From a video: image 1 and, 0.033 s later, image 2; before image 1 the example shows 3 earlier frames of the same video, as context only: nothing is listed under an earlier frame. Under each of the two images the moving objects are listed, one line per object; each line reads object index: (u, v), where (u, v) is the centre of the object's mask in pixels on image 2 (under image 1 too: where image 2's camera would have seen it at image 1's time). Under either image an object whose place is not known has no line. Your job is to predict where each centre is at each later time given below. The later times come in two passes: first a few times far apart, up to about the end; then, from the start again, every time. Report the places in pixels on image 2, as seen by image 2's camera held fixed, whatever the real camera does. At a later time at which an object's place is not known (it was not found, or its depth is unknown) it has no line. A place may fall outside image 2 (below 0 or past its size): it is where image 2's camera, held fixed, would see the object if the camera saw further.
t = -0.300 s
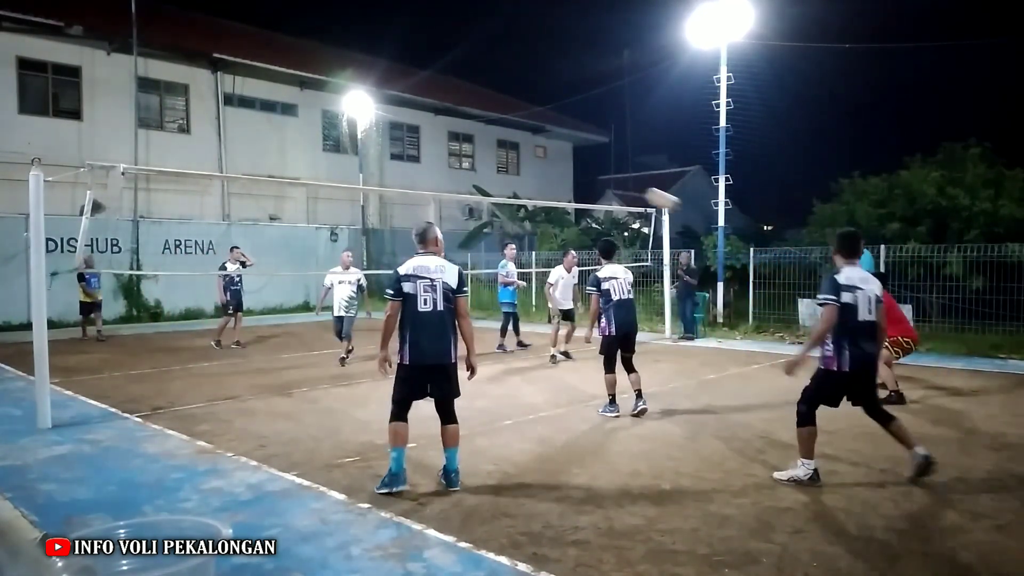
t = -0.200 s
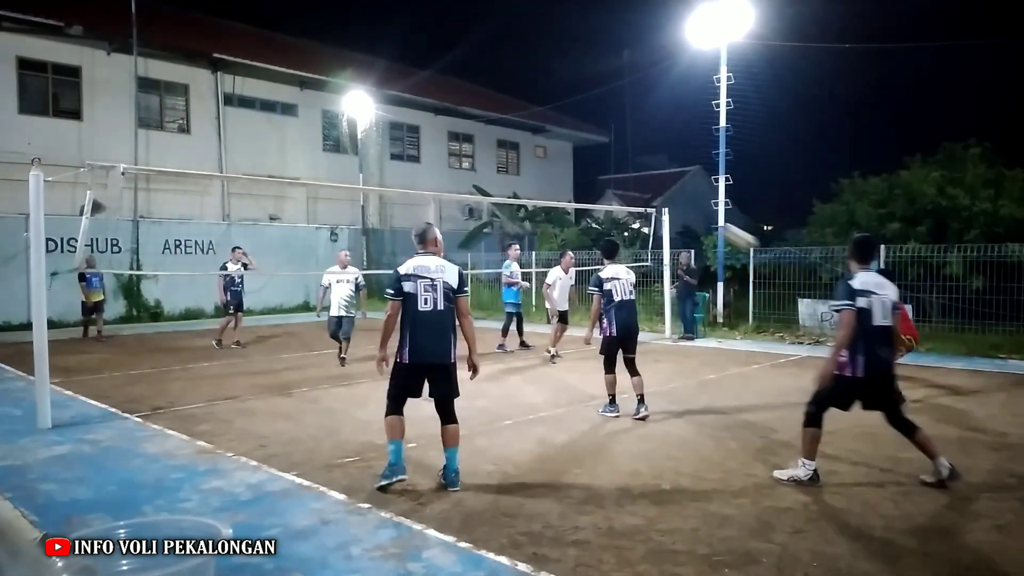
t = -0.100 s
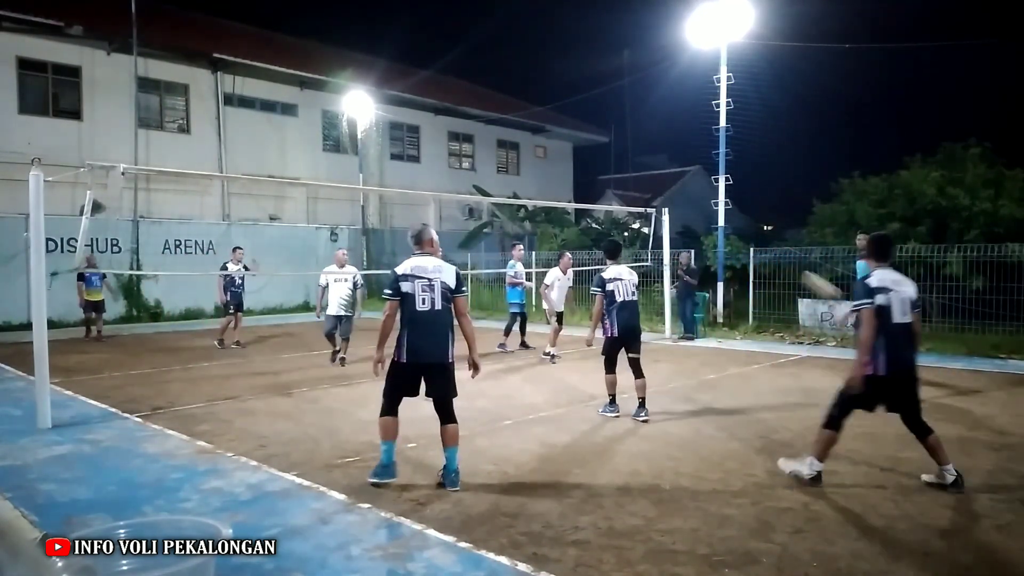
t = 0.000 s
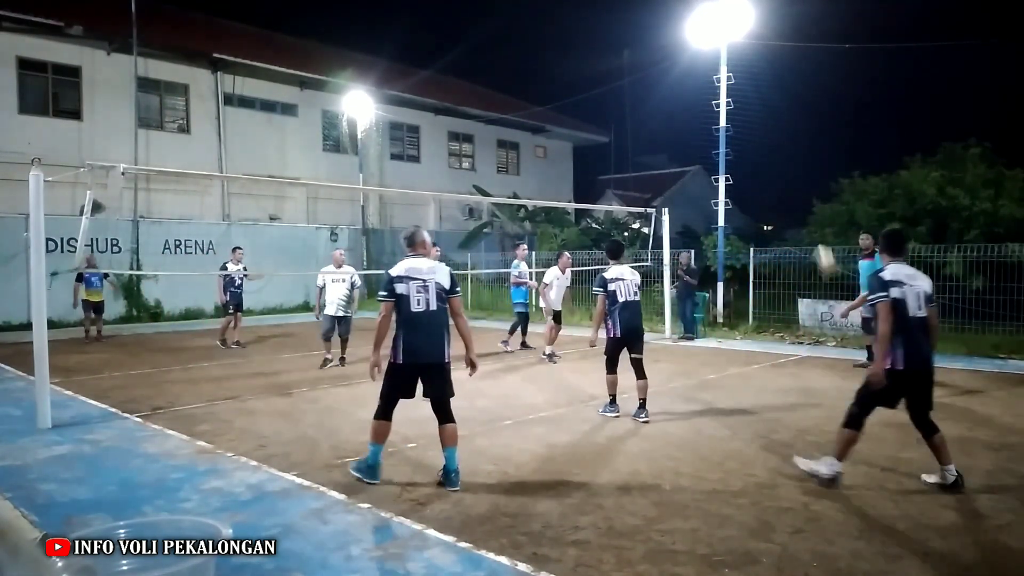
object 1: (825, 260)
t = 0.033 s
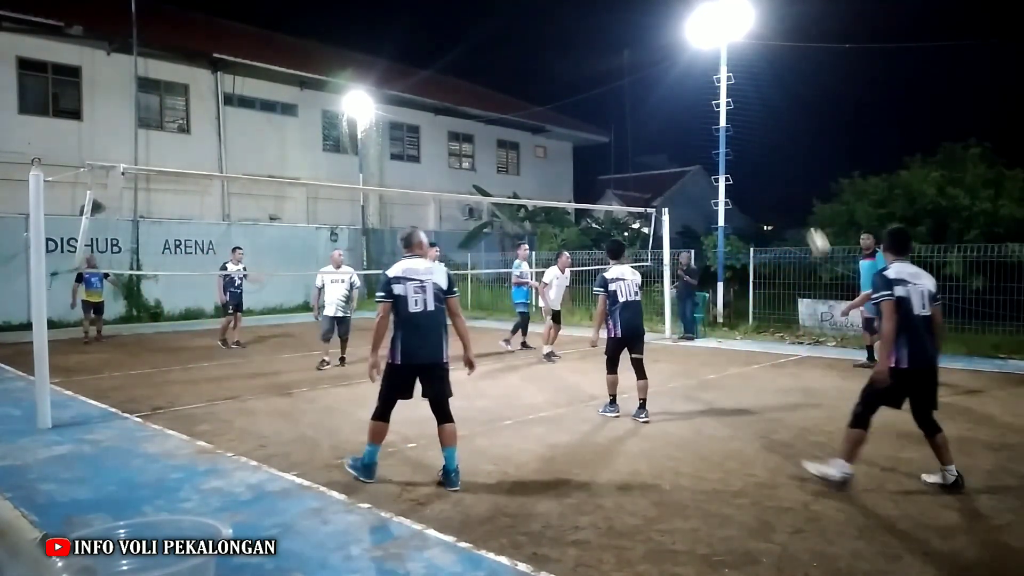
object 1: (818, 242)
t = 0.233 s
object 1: (773, 164)
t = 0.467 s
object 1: (724, 117)
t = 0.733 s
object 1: (670, 121)
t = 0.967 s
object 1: (628, 167)
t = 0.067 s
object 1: (811, 227)
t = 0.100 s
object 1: (803, 212)
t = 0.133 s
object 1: (795, 199)
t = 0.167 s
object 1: (787, 186)
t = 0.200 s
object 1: (780, 174)
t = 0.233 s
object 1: (773, 164)
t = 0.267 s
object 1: (766, 154)
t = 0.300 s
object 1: (759, 146)
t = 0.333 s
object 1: (751, 138)
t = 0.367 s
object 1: (745, 132)
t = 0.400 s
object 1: (737, 126)
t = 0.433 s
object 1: (731, 122)
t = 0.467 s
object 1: (724, 117)
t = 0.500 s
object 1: (717, 115)
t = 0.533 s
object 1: (709, 113)
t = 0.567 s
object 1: (703, 112)
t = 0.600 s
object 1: (697, 112)
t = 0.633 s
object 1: (690, 113)
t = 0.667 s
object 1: (684, 115)
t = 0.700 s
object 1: (677, 118)
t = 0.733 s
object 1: (670, 121)
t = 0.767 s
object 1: (665, 125)
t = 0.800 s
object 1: (658, 131)
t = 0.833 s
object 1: (652, 136)
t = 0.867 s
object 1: (646, 143)
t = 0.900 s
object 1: (640, 150)
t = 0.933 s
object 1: (634, 158)
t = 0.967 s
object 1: (628, 167)
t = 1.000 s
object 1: (621, 177)
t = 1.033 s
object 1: (616, 186)
